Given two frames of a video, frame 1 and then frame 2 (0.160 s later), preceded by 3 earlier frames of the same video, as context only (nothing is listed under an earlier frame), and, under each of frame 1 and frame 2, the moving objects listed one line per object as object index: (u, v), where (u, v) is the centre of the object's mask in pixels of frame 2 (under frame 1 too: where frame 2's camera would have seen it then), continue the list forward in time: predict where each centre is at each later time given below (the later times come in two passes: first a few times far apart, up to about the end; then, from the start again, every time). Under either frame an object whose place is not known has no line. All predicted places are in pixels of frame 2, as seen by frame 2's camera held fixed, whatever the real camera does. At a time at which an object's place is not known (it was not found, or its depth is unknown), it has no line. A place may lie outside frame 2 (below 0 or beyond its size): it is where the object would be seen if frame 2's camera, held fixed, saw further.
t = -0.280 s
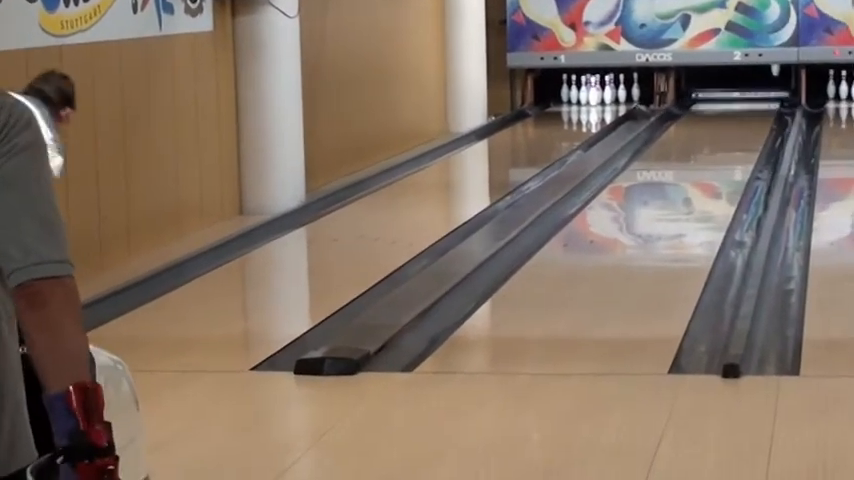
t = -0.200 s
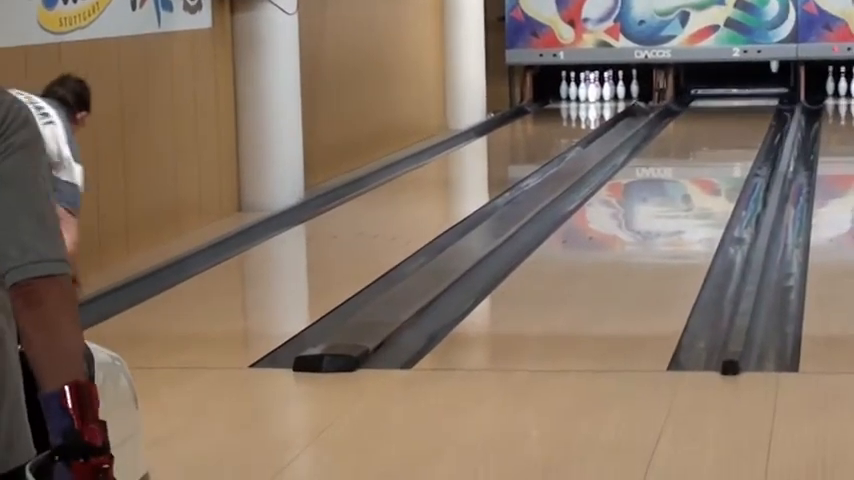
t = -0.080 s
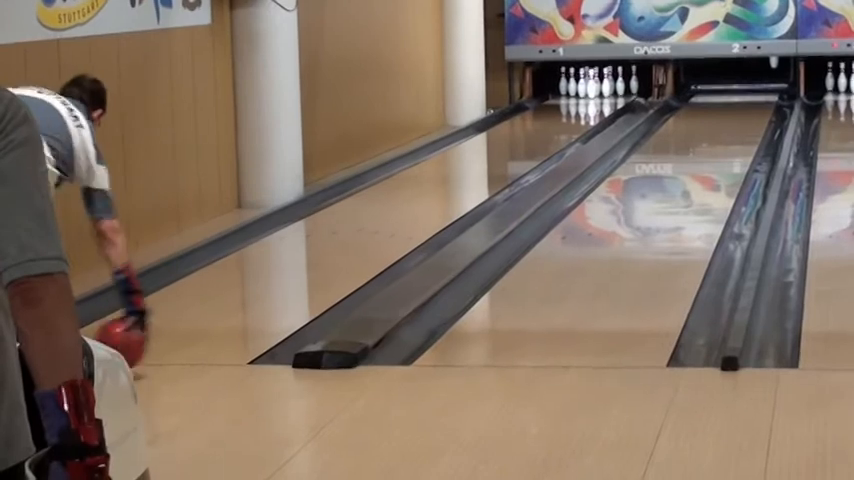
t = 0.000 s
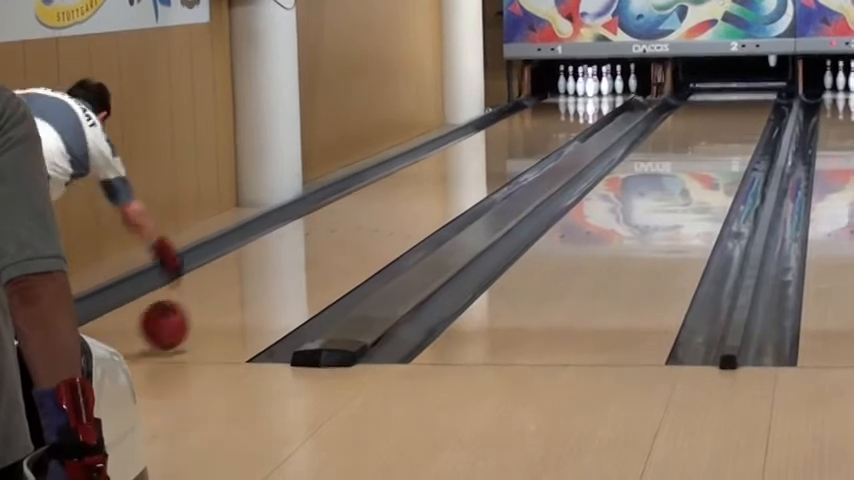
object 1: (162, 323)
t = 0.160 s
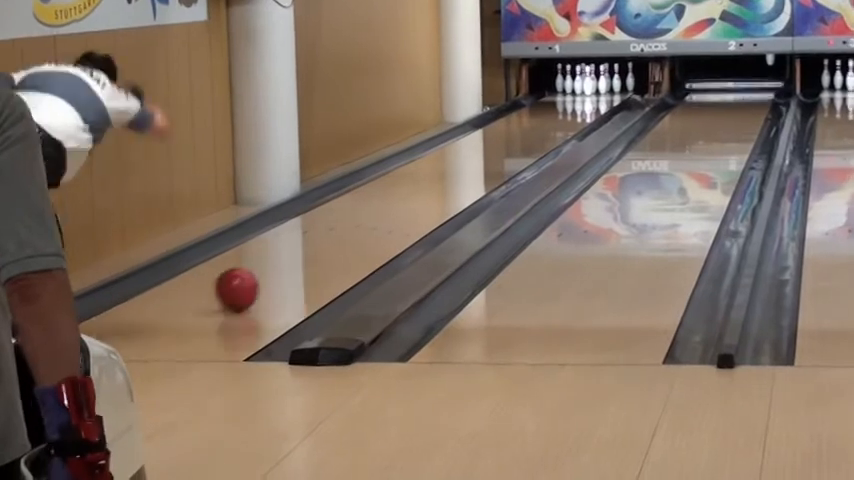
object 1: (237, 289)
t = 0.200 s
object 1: (253, 281)
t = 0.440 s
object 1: (334, 236)
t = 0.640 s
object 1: (386, 208)
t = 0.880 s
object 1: (436, 182)
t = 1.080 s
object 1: (469, 164)
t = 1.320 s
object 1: (501, 147)
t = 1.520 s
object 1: (526, 134)
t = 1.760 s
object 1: (549, 121)
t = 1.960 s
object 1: (565, 111)
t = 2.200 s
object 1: (580, 101)
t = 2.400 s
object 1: (591, 94)
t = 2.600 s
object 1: (599, 89)
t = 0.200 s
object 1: (253, 281)
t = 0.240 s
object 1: (268, 272)
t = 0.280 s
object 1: (283, 264)
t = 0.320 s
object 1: (297, 257)
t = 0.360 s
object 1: (309, 250)
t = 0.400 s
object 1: (322, 243)
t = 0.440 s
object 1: (334, 236)
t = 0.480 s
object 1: (345, 230)
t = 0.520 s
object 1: (356, 225)
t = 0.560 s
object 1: (367, 219)
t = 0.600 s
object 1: (376, 213)
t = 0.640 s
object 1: (386, 208)
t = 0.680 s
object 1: (395, 203)
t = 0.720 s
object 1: (404, 199)
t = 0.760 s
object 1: (413, 194)
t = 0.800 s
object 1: (420, 190)
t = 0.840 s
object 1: (429, 186)
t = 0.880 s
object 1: (436, 182)
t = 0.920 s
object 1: (443, 178)
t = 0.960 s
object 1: (450, 175)
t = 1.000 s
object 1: (456, 171)
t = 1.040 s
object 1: (463, 167)
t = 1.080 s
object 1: (469, 164)
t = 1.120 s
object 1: (476, 161)
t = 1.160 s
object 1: (481, 158)
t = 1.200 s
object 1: (486, 156)
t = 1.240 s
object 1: (492, 153)
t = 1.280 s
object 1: (497, 149)
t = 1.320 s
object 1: (501, 147)
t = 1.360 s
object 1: (507, 144)
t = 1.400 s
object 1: (512, 141)
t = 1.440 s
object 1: (517, 139)
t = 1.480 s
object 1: (522, 136)
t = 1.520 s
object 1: (526, 134)
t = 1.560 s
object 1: (530, 132)
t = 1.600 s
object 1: (534, 129)
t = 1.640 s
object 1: (538, 128)
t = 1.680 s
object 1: (542, 125)
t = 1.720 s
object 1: (545, 123)
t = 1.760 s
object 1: (549, 121)
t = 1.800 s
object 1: (553, 119)
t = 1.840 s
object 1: (557, 117)
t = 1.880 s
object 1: (559, 115)
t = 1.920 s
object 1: (563, 113)
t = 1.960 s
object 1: (565, 111)
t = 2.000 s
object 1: (568, 109)
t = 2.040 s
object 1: (571, 107)
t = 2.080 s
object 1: (573, 105)
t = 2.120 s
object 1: (576, 104)
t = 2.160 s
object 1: (578, 103)
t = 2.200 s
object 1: (580, 101)
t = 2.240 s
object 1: (583, 100)
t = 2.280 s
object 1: (586, 98)
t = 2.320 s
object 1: (587, 97)
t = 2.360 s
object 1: (590, 95)
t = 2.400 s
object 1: (591, 94)
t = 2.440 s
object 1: (593, 93)
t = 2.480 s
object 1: (594, 92)
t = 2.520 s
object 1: (597, 91)
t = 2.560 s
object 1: (598, 90)
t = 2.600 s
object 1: (599, 89)
